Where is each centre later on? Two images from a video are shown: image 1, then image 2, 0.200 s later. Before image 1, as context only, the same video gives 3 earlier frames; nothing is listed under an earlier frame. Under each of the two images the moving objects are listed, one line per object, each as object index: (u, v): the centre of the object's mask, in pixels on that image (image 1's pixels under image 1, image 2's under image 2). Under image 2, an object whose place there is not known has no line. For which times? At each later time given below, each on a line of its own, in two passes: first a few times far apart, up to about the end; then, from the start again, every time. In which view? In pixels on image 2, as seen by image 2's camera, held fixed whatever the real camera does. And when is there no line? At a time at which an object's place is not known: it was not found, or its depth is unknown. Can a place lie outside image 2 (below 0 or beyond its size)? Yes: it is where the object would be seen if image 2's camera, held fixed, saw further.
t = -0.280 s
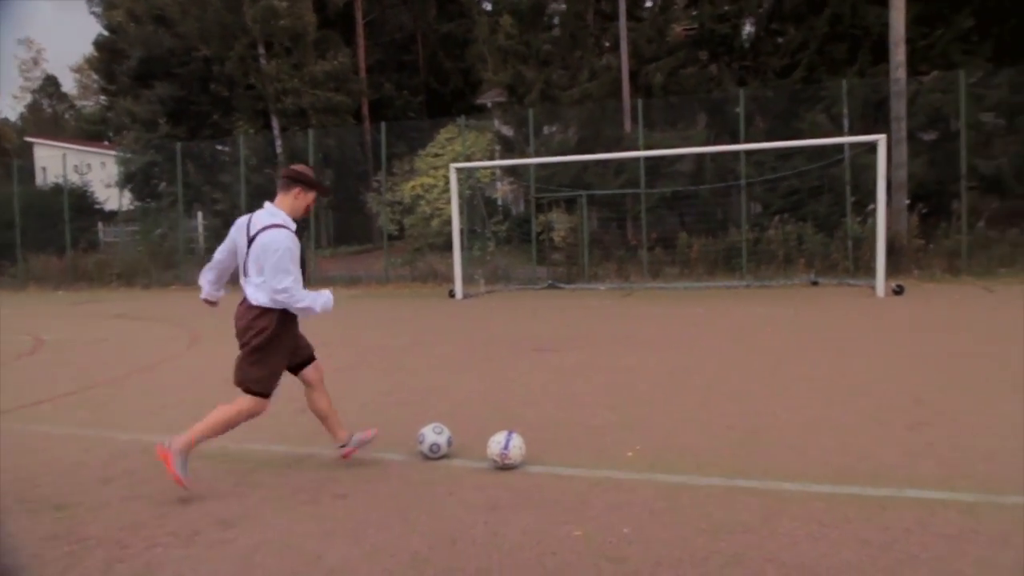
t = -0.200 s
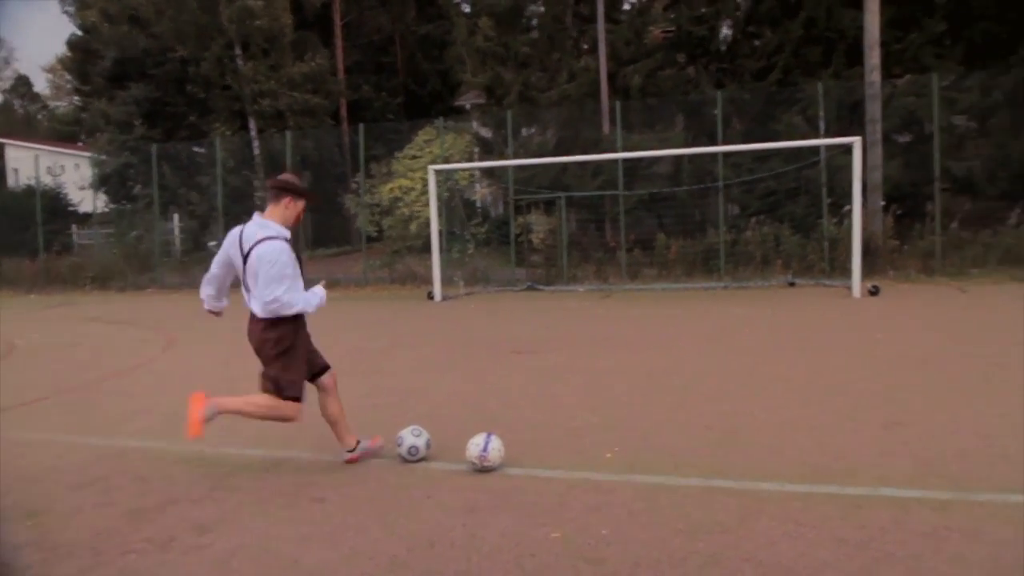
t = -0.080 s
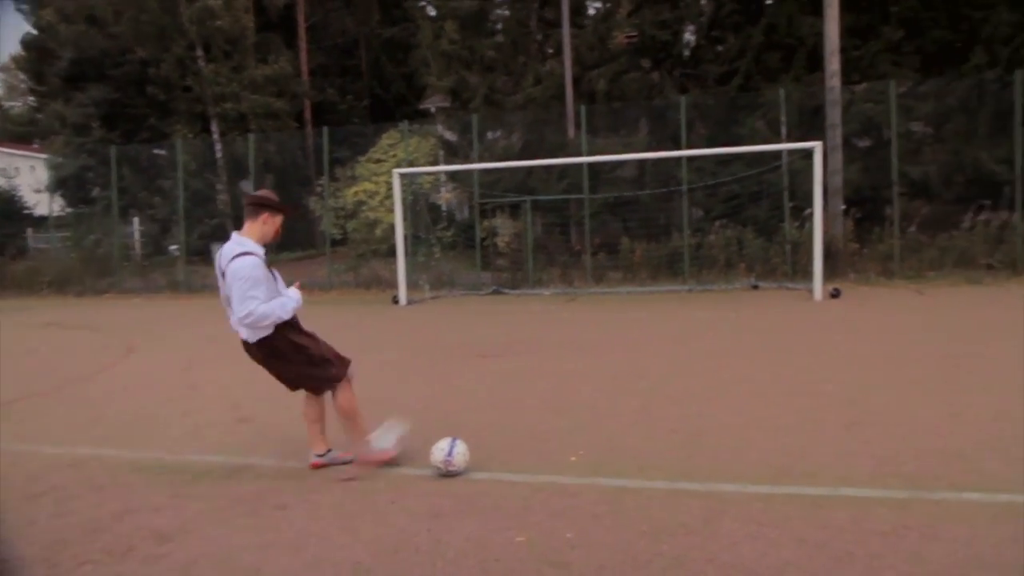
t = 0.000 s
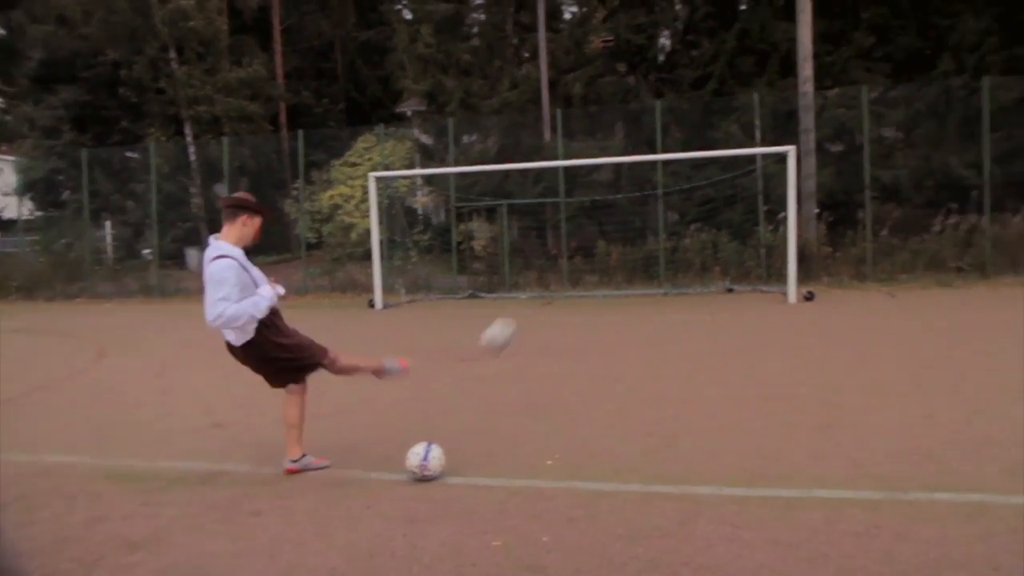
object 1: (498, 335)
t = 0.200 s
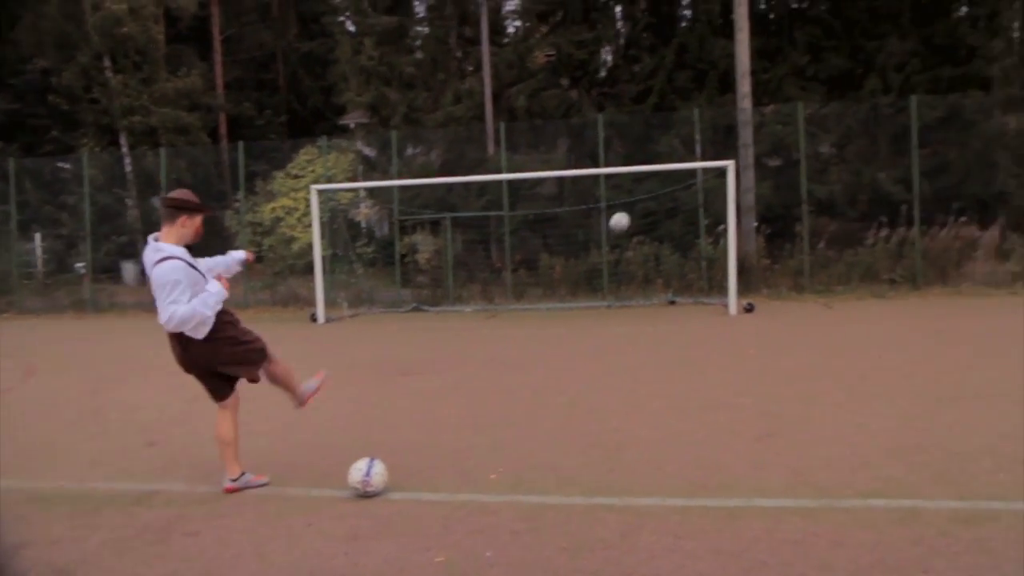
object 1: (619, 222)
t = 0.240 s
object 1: (640, 211)
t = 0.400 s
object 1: (701, 188)
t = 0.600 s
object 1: (721, 187)
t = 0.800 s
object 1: (706, 212)
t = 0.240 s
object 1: (640, 211)
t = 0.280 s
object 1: (658, 202)
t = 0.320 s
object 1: (674, 196)
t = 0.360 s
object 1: (688, 191)
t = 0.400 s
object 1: (701, 188)
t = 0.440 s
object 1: (711, 186)
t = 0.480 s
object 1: (721, 186)
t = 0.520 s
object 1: (722, 186)
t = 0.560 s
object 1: (722, 188)
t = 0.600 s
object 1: (721, 187)
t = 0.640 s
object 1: (718, 188)
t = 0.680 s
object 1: (715, 192)
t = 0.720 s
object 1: (712, 197)
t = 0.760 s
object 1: (709, 204)
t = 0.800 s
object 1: (706, 212)
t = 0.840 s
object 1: (703, 221)
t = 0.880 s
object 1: (700, 231)
